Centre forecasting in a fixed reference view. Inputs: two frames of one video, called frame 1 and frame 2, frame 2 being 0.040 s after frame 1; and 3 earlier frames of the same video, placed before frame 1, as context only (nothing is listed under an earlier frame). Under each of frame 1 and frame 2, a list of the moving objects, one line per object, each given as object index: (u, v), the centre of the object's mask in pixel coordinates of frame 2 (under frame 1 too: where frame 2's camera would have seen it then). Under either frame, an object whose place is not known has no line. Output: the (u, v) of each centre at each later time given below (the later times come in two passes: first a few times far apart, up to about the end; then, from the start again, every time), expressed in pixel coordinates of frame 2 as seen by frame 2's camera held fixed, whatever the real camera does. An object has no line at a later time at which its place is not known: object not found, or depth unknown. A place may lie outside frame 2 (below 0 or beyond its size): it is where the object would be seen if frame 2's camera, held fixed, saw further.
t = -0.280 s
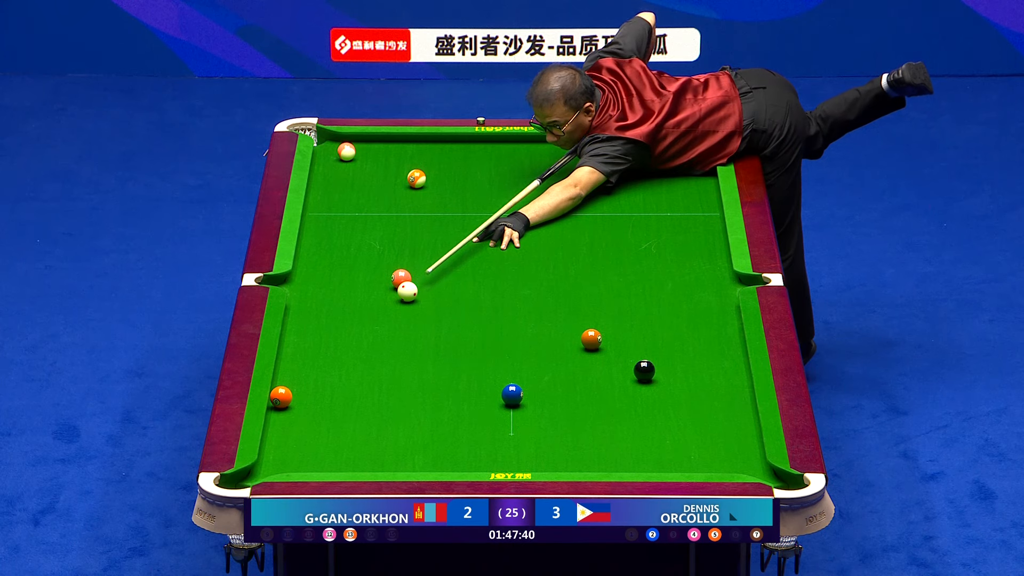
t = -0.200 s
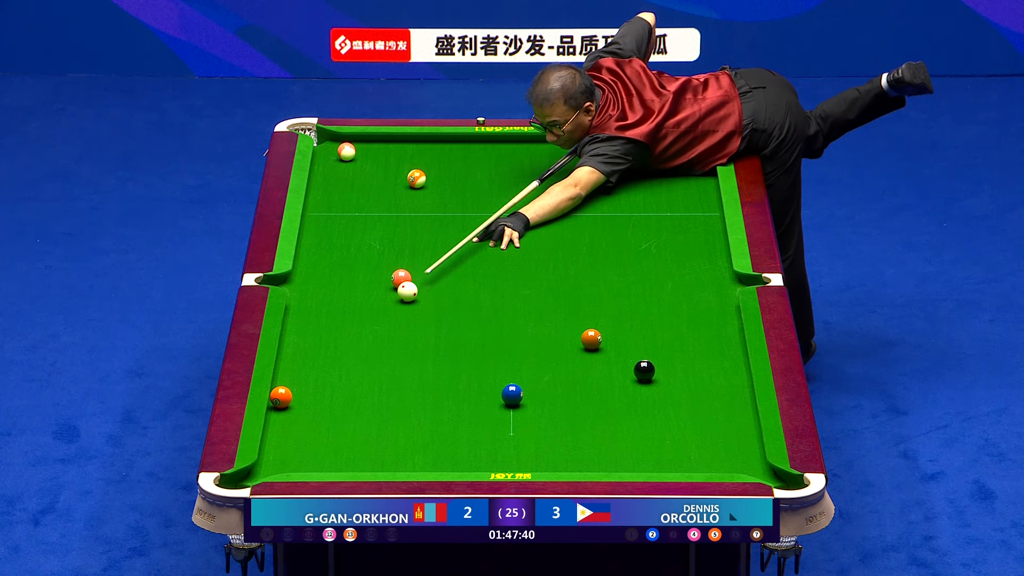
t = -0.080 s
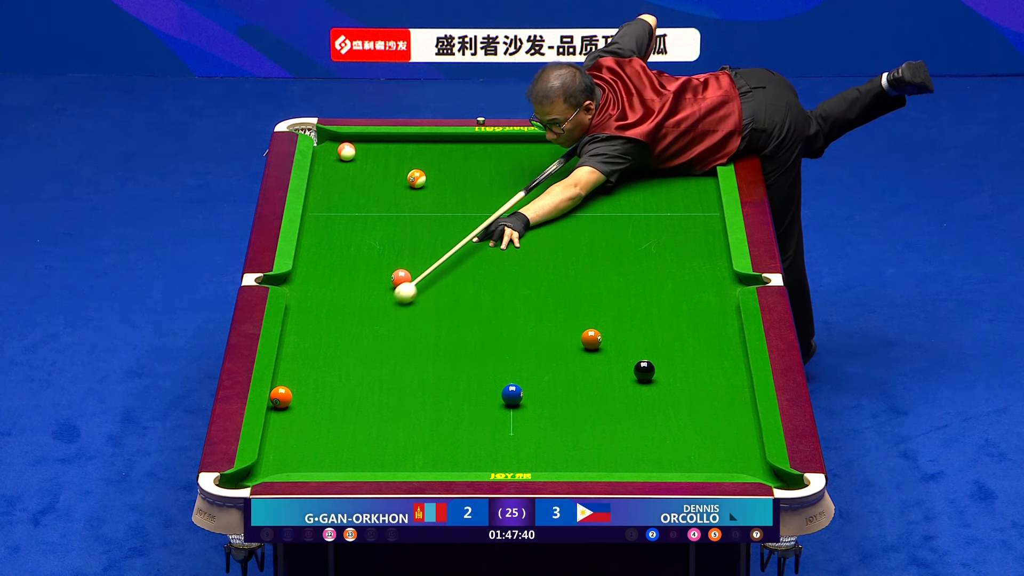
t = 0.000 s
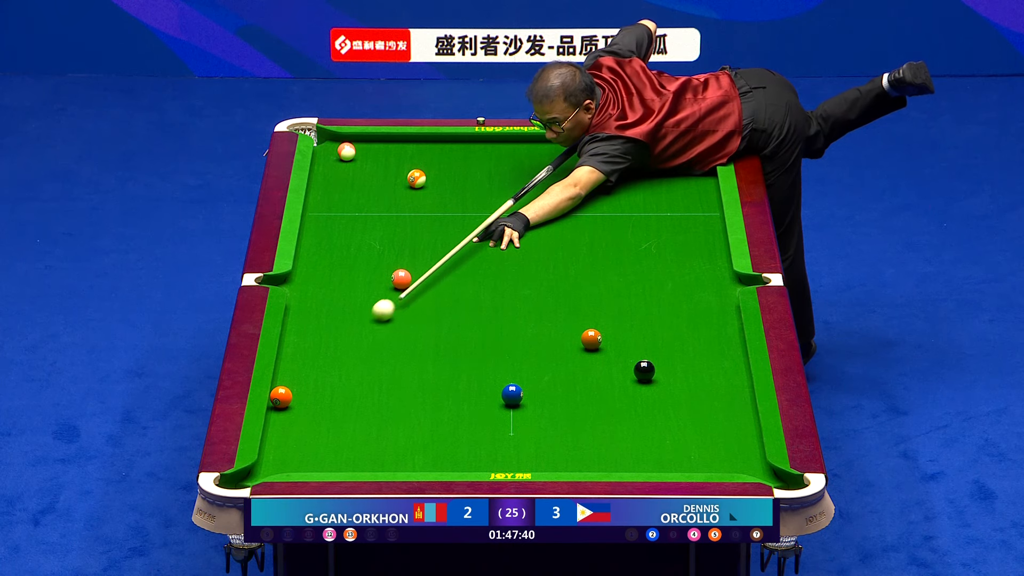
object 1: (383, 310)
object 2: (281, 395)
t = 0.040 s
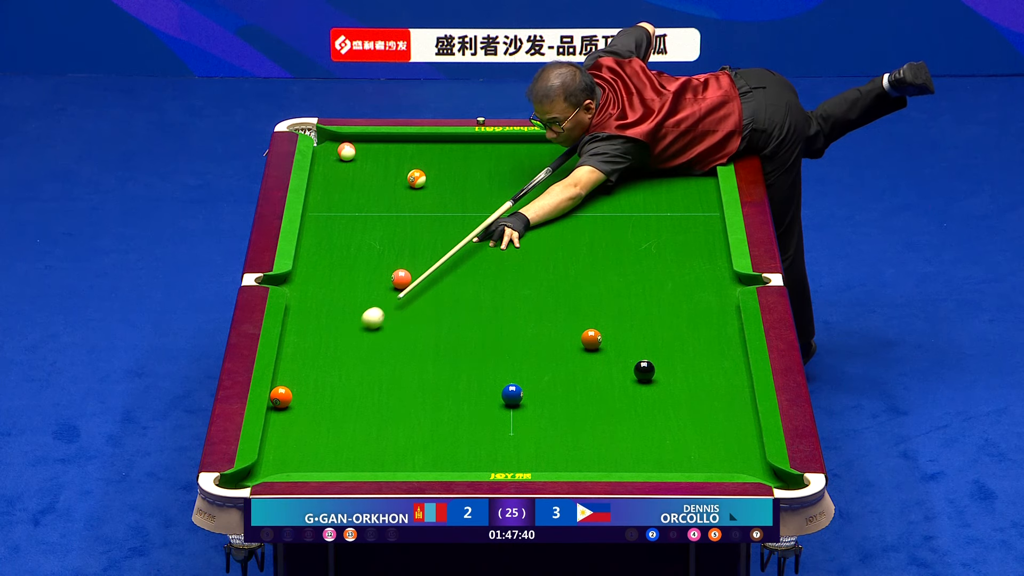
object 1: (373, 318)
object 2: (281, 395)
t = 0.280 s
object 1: (312, 365)
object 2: (281, 395)
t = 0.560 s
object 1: (305, 389)
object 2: (275, 427)
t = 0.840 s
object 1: (334, 400)
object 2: (269, 465)
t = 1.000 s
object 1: (349, 406)
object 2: (252, 474)
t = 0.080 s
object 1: (363, 326)
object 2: (281, 395)
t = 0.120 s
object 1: (353, 334)
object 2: (281, 395)
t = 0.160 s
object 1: (343, 341)
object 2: (281, 395)
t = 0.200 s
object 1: (333, 349)
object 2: (281, 395)
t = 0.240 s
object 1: (322, 357)
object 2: (281, 395)
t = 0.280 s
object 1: (312, 365)
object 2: (281, 395)
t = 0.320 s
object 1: (302, 373)
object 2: (281, 395)
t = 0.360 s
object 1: (292, 380)
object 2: (281, 395)
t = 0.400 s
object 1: (282, 384)
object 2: (280, 397)
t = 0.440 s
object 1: (287, 387)
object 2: (279, 405)
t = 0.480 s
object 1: (294, 388)
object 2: (277, 412)
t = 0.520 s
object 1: (300, 389)
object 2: (276, 420)
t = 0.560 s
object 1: (305, 389)
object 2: (275, 427)
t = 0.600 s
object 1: (310, 391)
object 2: (274, 433)
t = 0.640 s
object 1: (314, 392)
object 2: (273, 438)
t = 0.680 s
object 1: (318, 394)
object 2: (272, 444)
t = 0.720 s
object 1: (322, 395)
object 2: (271, 450)
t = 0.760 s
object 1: (326, 397)
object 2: (271, 455)
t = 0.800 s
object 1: (330, 399)
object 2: (270, 461)
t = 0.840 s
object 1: (334, 400)
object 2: (269, 465)
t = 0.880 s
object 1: (338, 401)
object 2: (267, 469)
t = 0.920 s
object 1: (341, 403)
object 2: (263, 472)
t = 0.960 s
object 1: (345, 405)
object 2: (254, 473)
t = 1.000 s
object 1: (349, 406)
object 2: (252, 474)
